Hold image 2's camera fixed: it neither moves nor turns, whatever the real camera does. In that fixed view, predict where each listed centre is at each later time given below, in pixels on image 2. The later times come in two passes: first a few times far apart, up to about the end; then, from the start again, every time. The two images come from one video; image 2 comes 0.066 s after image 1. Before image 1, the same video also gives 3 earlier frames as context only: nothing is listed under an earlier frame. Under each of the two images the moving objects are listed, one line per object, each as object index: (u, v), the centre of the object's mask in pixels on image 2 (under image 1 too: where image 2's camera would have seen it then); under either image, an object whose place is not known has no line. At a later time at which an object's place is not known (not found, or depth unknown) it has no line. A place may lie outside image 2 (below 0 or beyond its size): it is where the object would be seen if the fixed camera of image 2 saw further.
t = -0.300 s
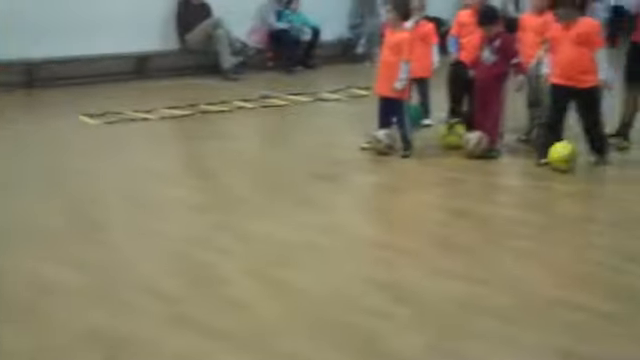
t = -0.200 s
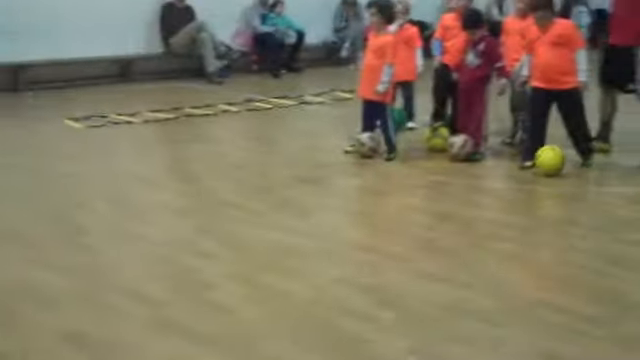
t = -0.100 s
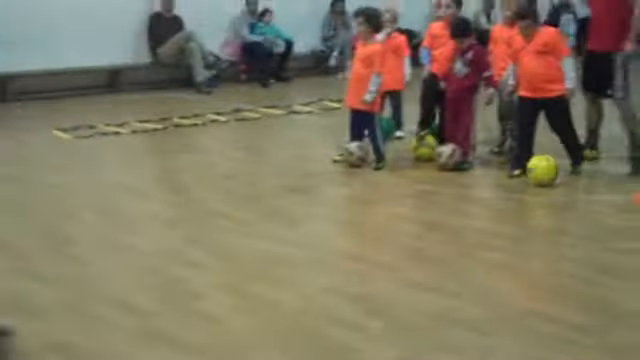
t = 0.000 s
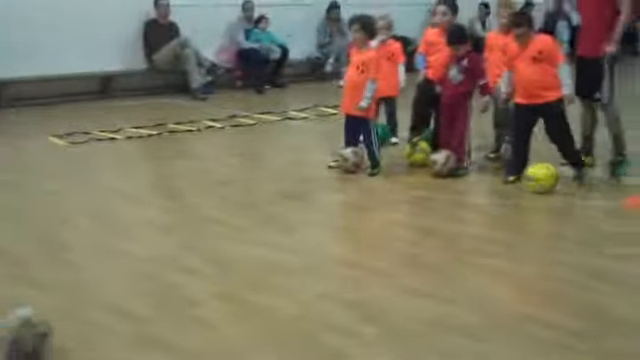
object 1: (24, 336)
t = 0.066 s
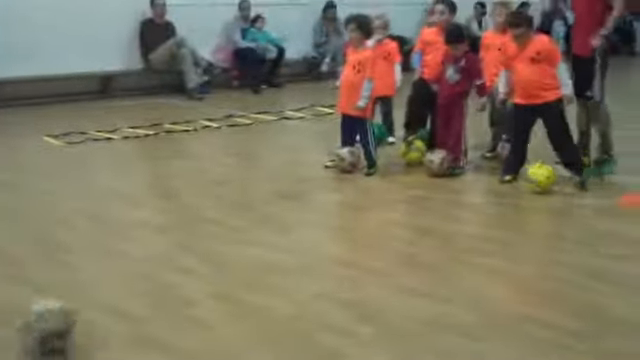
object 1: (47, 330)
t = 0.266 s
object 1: (124, 308)
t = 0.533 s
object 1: (210, 283)
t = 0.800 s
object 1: (282, 263)
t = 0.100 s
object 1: (63, 326)
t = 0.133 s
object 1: (74, 323)
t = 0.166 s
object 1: (88, 319)
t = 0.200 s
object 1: (98, 314)
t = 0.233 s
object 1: (112, 310)
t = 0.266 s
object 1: (124, 308)
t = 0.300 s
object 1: (135, 305)
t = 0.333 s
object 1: (144, 301)
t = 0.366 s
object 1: (157, 298)
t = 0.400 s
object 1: (170, 295)
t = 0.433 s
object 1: (180, 290)
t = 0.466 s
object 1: (190, 290)
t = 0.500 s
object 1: (201, 286)
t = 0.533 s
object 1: (210, 283)
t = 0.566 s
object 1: (219, 280)
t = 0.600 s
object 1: (229, 278)
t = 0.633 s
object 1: (238, 277)
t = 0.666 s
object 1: (247, 274)
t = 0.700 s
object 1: (256, 271)
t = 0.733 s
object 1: (262, 271)
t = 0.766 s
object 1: (272, 266)
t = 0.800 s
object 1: (282, 263)
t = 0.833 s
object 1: (291, 261)
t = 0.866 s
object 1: (299, 259)
